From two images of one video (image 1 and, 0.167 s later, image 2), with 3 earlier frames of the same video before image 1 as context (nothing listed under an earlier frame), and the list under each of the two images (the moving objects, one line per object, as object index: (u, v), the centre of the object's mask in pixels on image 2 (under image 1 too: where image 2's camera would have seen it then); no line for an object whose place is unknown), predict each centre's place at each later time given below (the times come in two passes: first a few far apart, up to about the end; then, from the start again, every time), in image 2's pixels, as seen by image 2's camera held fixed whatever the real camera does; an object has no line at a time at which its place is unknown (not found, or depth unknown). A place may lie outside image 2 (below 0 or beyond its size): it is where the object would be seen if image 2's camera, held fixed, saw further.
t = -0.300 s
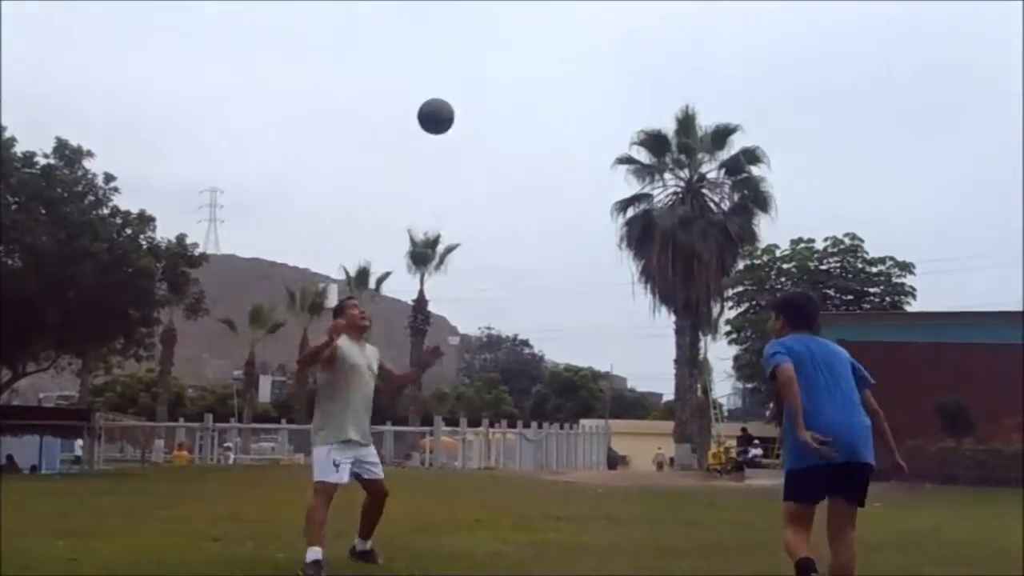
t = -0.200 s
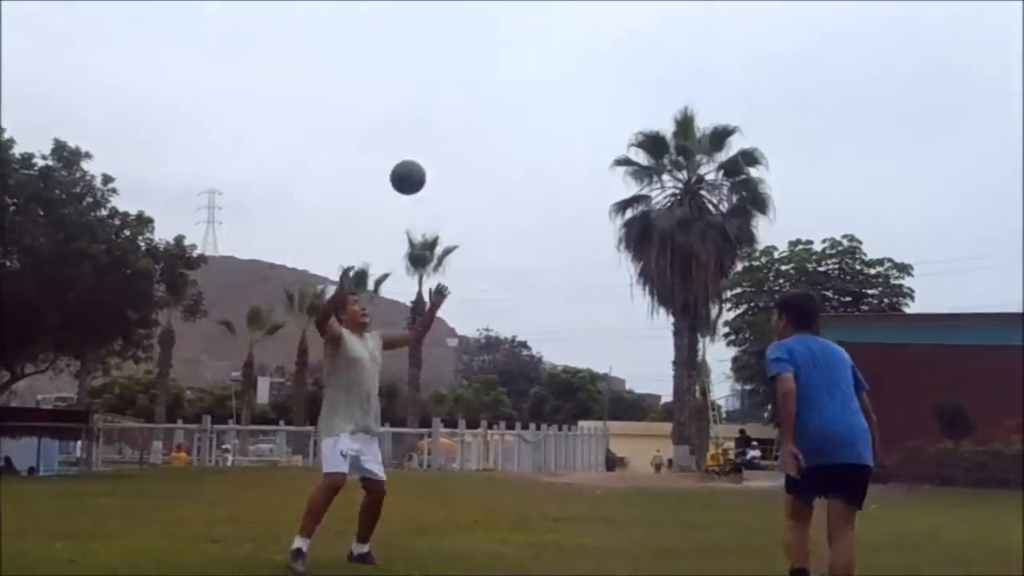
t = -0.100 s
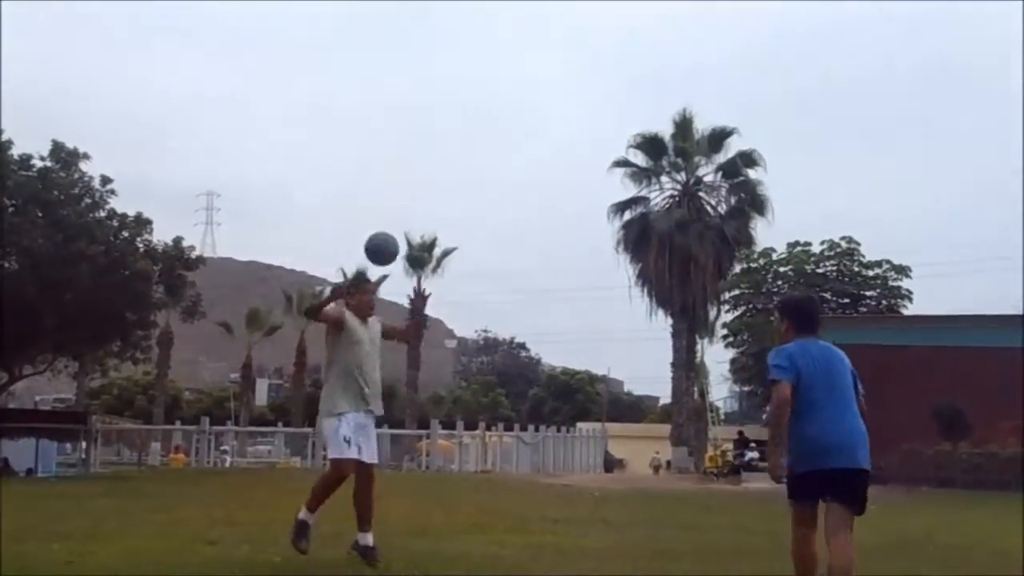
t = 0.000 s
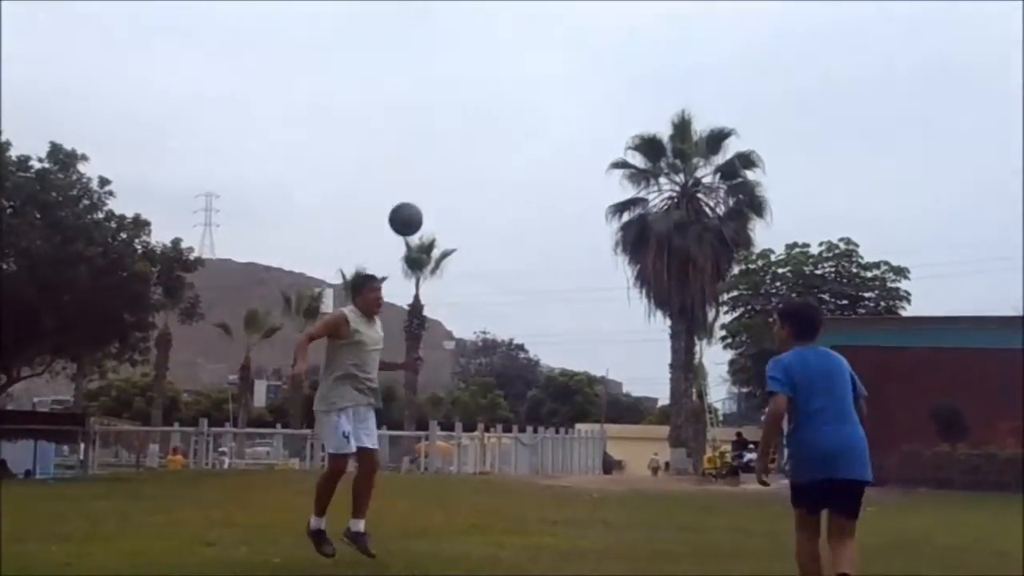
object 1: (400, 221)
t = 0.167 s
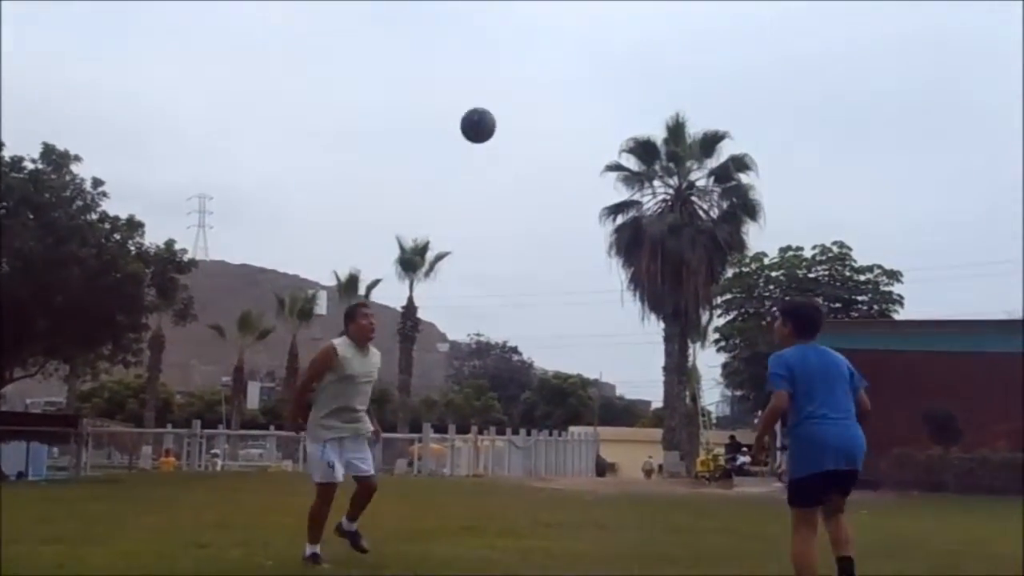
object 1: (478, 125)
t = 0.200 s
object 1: (494, 111)
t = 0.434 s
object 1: (612, 55)
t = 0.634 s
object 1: (721, 81)
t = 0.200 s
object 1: (494, 111)
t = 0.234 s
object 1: (510, 98)
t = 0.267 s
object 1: (526, 86)
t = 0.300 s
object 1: (543, 76)
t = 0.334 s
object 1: (560, 68)
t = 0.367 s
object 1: (577, 62)
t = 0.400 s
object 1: (594, 58)
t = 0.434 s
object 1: (612, 55)
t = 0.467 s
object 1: (629, 54)
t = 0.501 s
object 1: (647, 56)
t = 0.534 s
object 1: (665, 59)
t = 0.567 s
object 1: (683, 64)
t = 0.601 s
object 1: (702, 72)
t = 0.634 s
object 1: (721, 81)
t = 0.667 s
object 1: (740, 93)
